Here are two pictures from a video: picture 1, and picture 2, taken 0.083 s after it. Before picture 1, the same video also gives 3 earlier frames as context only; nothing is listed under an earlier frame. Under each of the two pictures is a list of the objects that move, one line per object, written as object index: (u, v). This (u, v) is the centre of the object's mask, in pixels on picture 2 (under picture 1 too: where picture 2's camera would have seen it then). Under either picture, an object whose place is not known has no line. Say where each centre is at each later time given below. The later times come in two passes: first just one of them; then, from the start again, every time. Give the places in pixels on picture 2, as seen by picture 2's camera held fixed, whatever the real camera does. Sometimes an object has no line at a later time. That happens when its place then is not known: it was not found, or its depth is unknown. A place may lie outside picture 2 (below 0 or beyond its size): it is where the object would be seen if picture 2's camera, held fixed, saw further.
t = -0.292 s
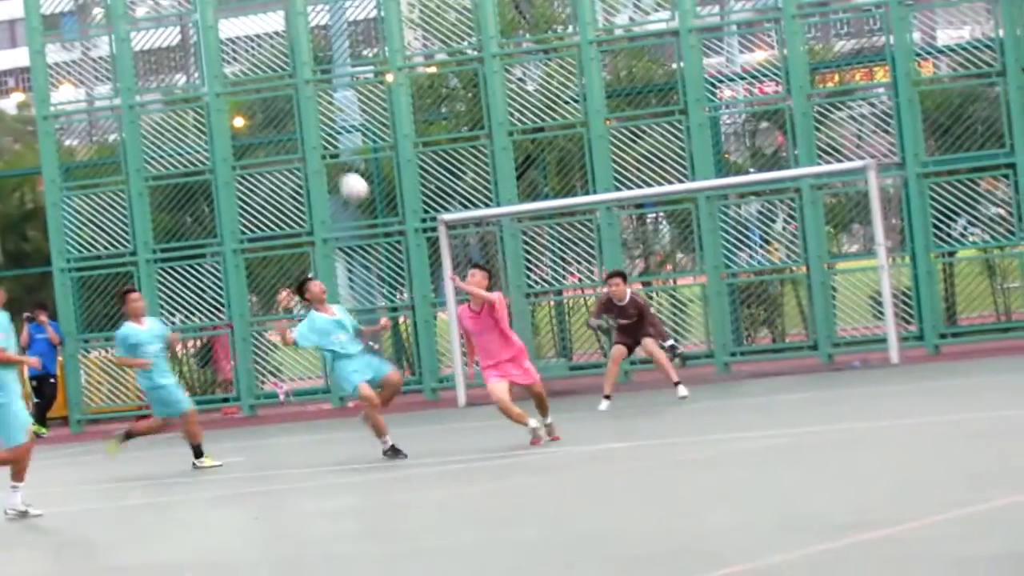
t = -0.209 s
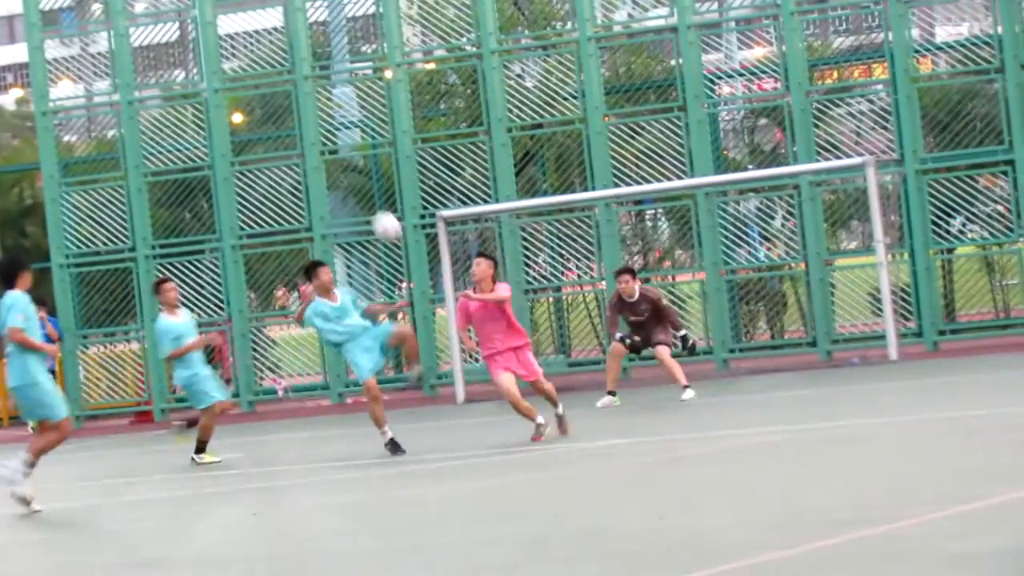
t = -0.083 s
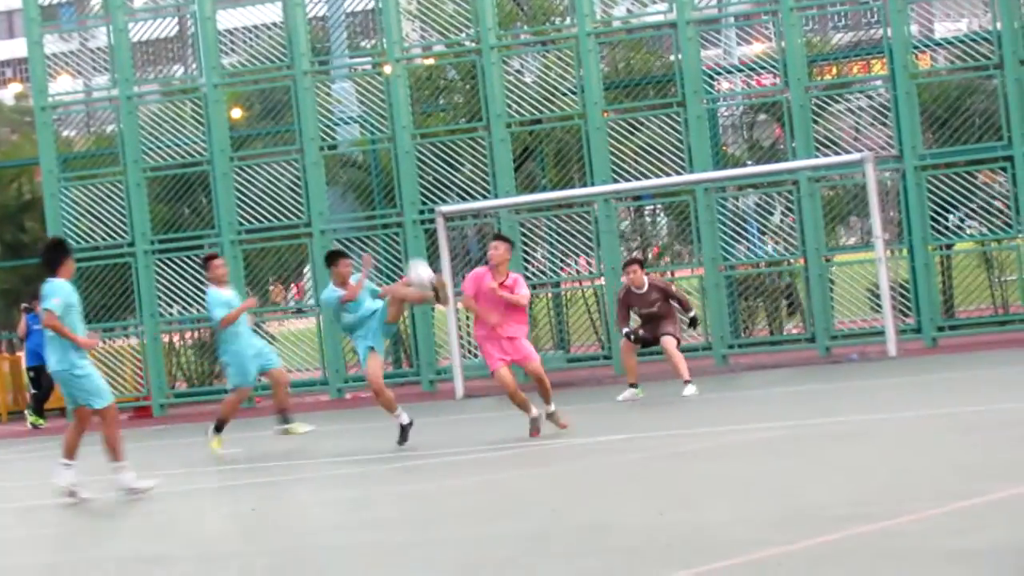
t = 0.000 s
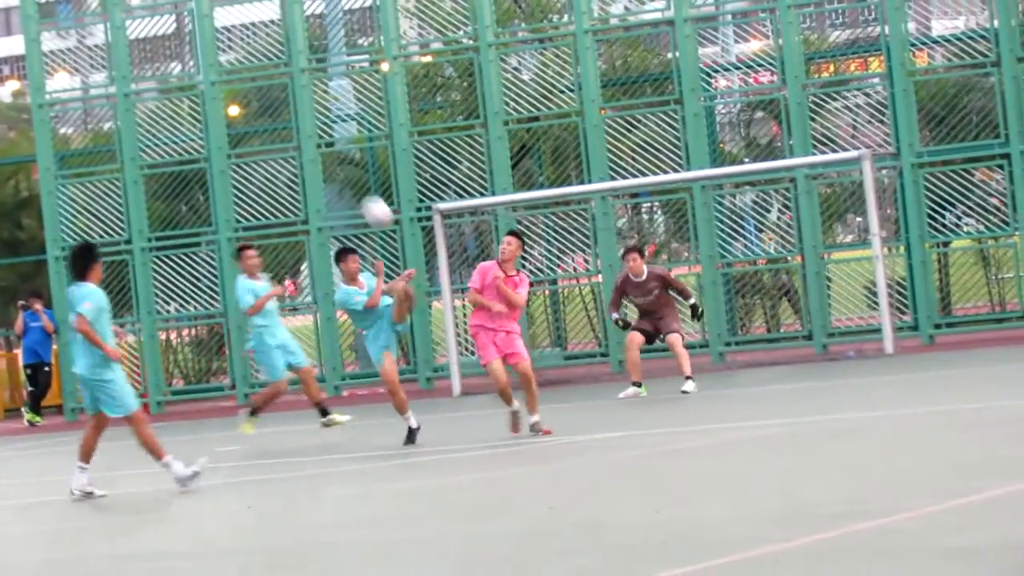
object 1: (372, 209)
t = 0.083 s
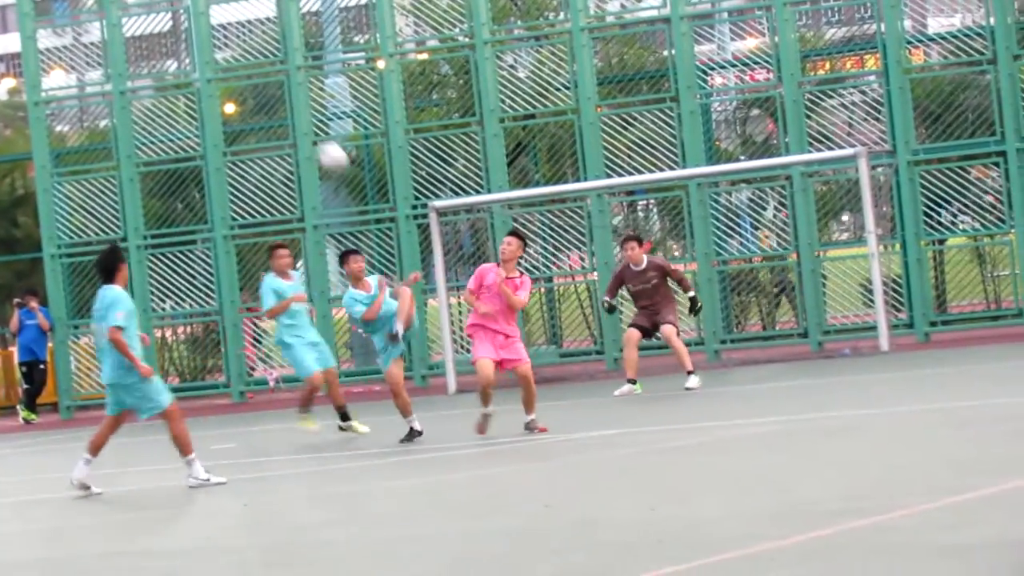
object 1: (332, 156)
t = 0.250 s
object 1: (251, 72)
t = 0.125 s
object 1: (312, 131)
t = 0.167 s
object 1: (291, 110)
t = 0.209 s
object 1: (270, 91)
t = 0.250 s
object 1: (251, 72)
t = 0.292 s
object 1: (231, 56)
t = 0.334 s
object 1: (211, 42)
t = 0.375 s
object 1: (190, 28)
